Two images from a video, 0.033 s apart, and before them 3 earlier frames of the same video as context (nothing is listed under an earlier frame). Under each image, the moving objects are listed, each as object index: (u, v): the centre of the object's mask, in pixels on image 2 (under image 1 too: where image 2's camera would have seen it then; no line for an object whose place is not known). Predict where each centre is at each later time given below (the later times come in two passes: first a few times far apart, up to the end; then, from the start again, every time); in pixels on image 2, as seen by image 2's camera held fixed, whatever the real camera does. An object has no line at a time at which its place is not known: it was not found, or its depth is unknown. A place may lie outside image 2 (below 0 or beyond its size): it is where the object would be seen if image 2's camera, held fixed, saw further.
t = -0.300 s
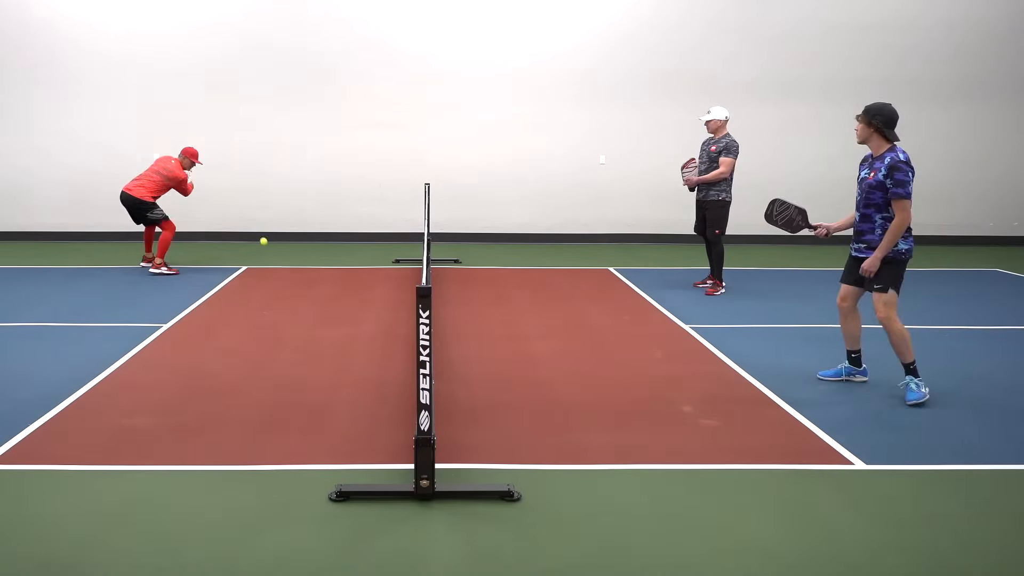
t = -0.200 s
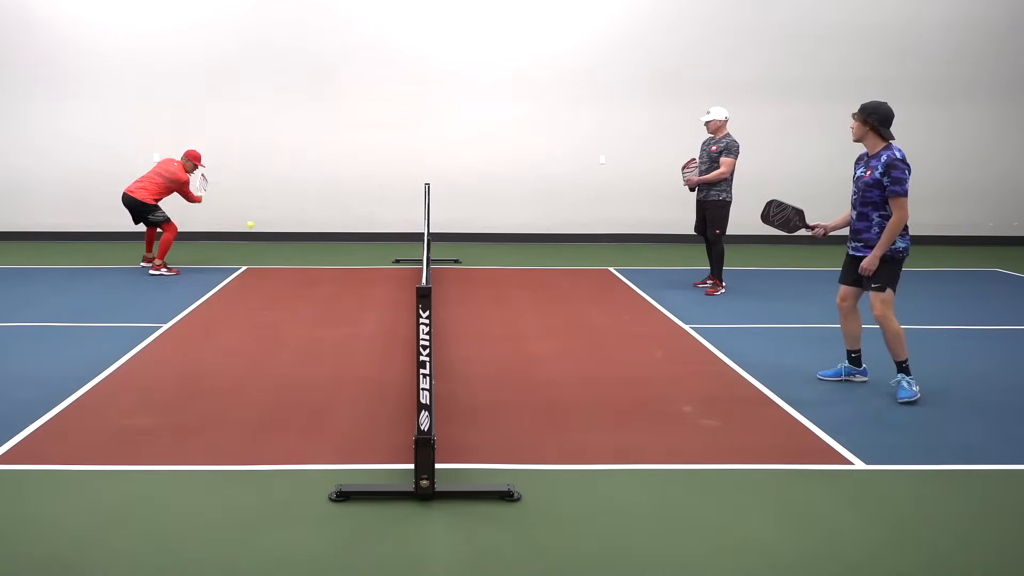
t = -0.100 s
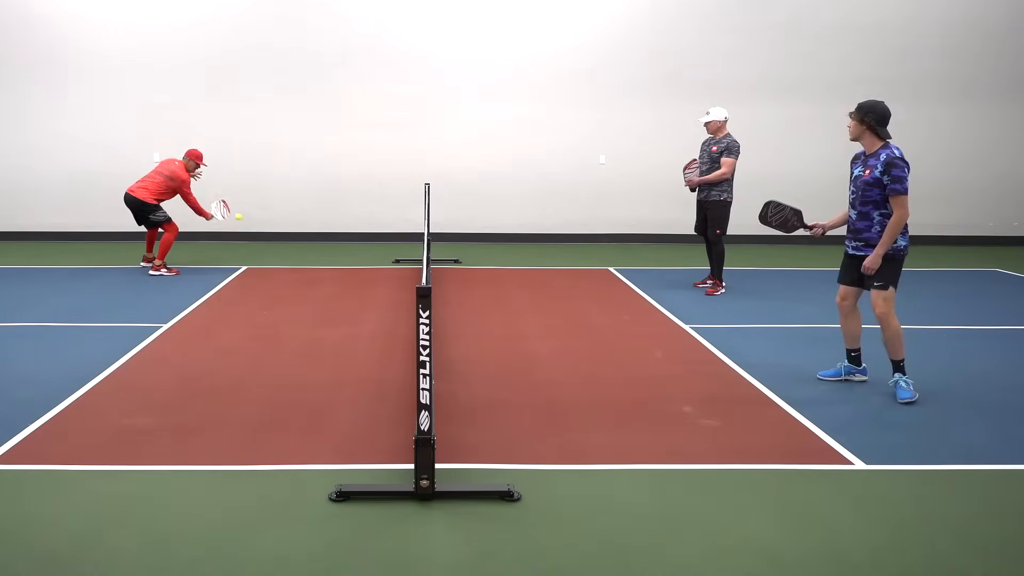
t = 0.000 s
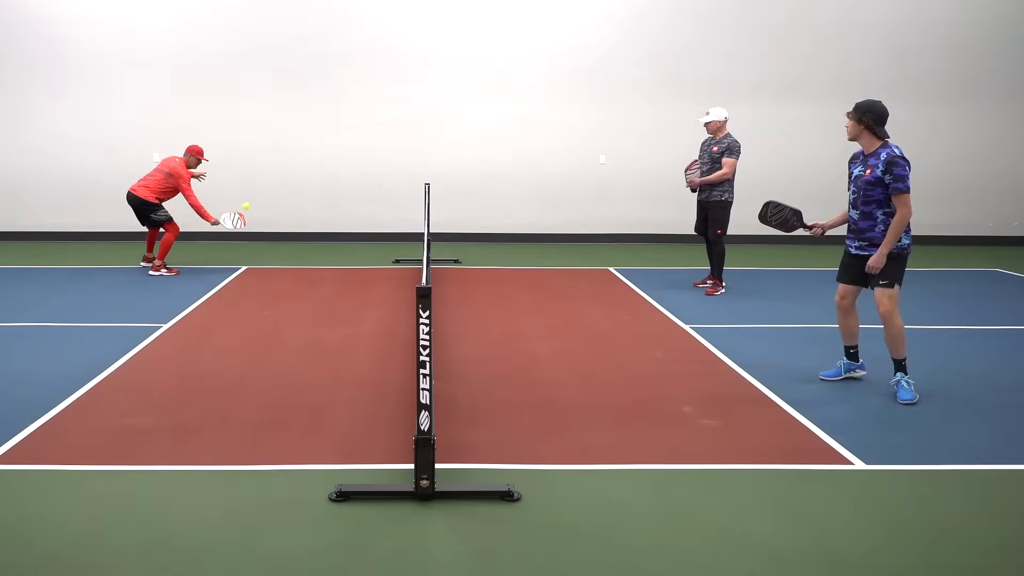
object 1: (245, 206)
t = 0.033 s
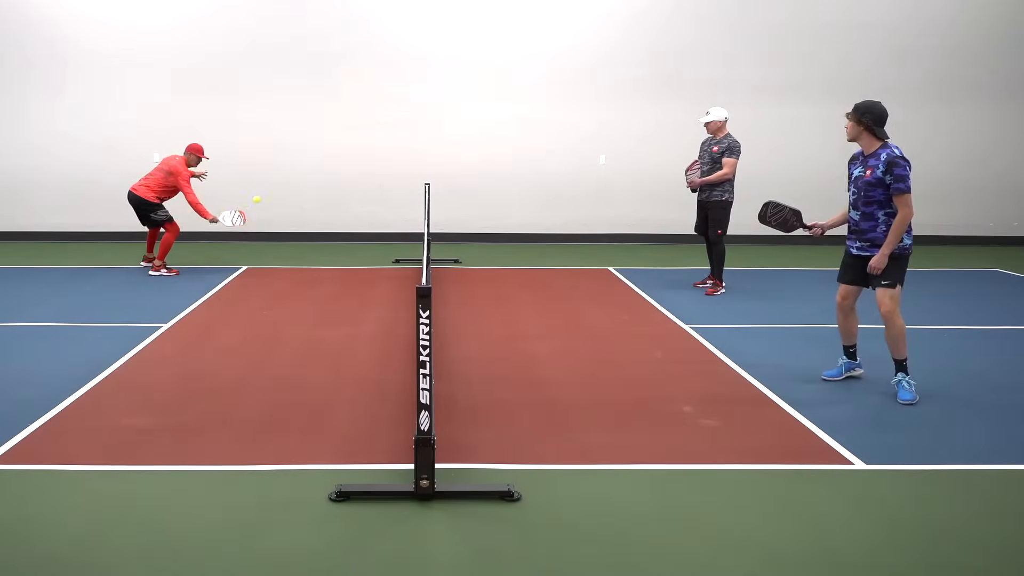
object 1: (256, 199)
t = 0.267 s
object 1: (348, 172)
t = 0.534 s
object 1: (496, 213)
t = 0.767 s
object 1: (681, 354)
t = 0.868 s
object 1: (759, 393)
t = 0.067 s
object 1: (268, 193)
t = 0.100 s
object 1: (279, 187)
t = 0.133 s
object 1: (292, 183)
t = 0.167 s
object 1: (305, 178)
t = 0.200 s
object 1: (319, 175)
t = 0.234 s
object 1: (333, 174)
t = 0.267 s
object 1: (348, 172)
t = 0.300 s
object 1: (363, 172)
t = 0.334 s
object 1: (380, 174)
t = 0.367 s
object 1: (397, 176)
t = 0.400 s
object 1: (415, 181)
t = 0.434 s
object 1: (434, 186)
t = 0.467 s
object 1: (454, 193)
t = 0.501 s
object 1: (474, 202)
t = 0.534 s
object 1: (496, 213)
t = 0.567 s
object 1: (520, 226)
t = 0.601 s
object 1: (544, 242)
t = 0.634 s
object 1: (570, 259)
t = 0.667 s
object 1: (595, 279)
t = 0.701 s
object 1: (622, 301)
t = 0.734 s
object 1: (650, 325)
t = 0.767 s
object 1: (681, 354)
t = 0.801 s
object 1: (713, 386)
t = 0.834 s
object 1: (742, 404)
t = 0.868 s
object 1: (759, 393)
